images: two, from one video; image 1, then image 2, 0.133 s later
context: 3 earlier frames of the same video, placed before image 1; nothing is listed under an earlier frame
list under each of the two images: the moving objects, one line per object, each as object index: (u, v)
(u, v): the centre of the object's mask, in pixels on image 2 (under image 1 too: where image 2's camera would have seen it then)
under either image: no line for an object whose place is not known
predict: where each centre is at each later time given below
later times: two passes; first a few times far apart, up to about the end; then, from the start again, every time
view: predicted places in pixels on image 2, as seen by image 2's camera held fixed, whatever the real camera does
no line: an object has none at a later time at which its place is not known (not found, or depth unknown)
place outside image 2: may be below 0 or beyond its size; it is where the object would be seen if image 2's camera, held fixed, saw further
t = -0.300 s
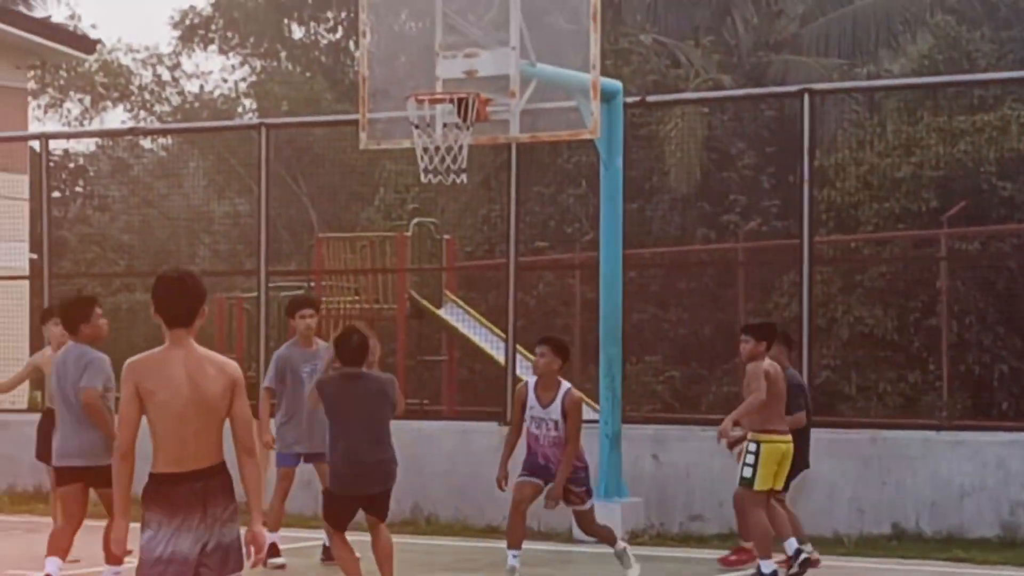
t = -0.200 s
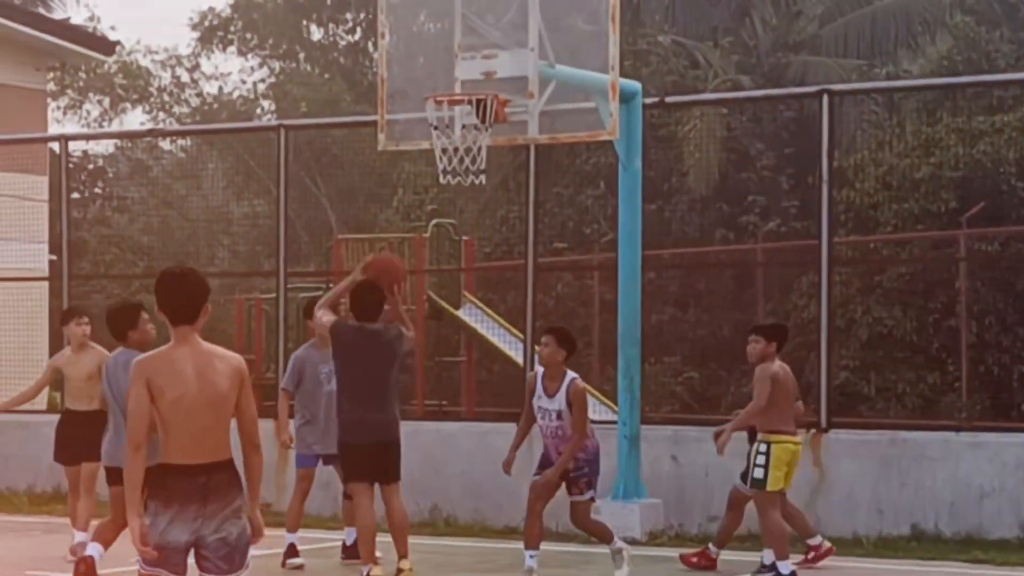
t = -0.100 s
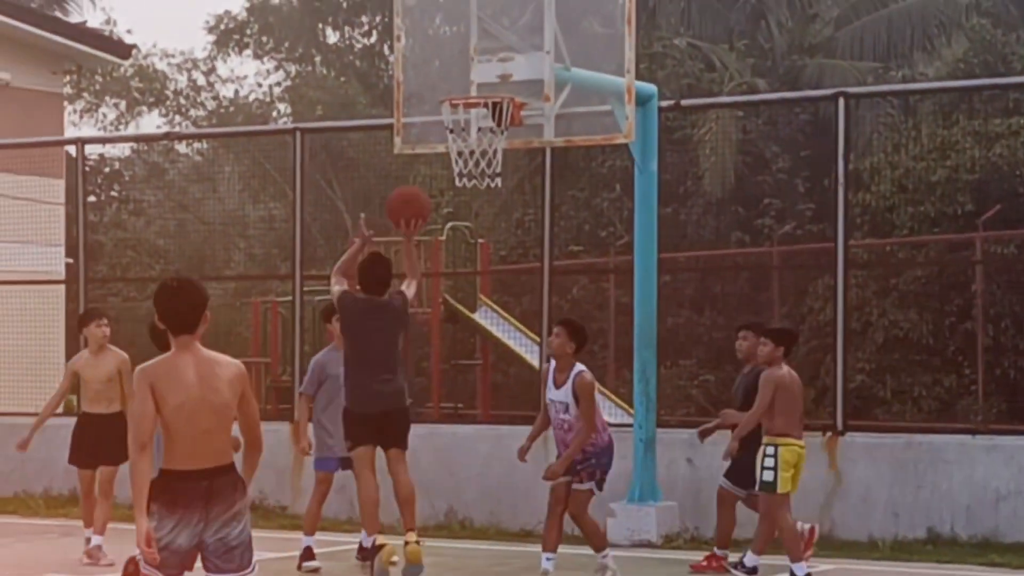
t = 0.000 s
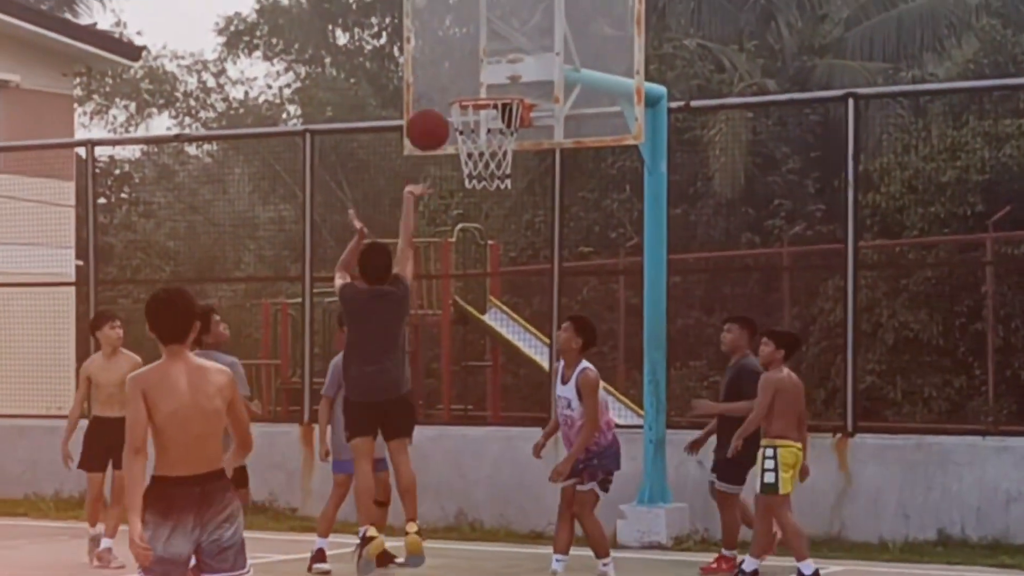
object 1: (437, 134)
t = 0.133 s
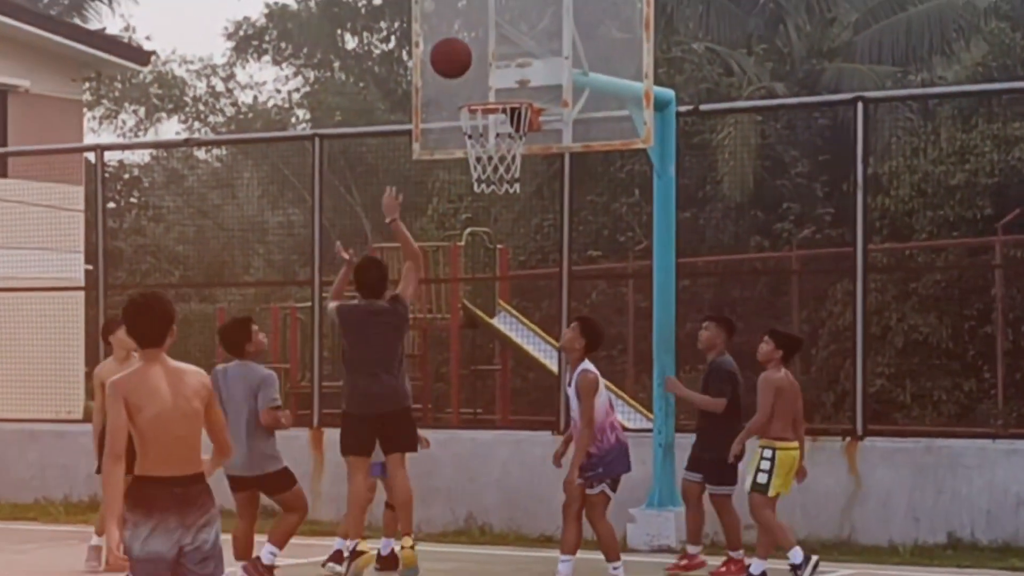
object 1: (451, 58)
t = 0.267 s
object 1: (464, 16)
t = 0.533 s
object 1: (489, 25)
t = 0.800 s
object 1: (508, 127)
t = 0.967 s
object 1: (501, 187)
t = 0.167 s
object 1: (454, 44)
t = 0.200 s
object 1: (458, 33)
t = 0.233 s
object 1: (461, 23)
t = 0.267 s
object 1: (464, 16)
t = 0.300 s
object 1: (467, 12)
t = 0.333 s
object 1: (471, 10)
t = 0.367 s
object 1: (474, 9)
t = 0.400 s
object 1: (477, 9)
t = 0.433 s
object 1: (480, 9)
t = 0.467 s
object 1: (483, 12)
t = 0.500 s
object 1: (486, 18)
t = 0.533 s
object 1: (489, 25)
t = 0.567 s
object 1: (491, 34)
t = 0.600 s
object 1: (494, 44)
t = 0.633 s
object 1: (496, 56)
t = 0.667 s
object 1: (499, 69)
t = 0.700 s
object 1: (502, 84)
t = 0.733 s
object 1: (505, 93)
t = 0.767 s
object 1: (505, 123)
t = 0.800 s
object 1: (508, 127)
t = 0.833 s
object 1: (503, 144)
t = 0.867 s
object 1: (505, 153)
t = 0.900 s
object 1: (506, 163)
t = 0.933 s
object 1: (504, 174)
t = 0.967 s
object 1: (501, 187)
